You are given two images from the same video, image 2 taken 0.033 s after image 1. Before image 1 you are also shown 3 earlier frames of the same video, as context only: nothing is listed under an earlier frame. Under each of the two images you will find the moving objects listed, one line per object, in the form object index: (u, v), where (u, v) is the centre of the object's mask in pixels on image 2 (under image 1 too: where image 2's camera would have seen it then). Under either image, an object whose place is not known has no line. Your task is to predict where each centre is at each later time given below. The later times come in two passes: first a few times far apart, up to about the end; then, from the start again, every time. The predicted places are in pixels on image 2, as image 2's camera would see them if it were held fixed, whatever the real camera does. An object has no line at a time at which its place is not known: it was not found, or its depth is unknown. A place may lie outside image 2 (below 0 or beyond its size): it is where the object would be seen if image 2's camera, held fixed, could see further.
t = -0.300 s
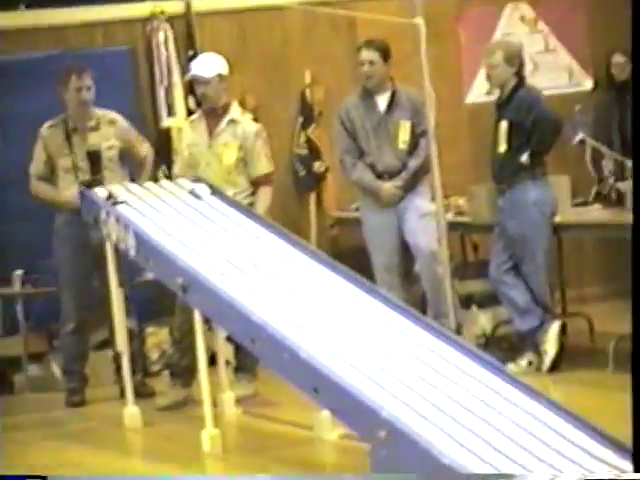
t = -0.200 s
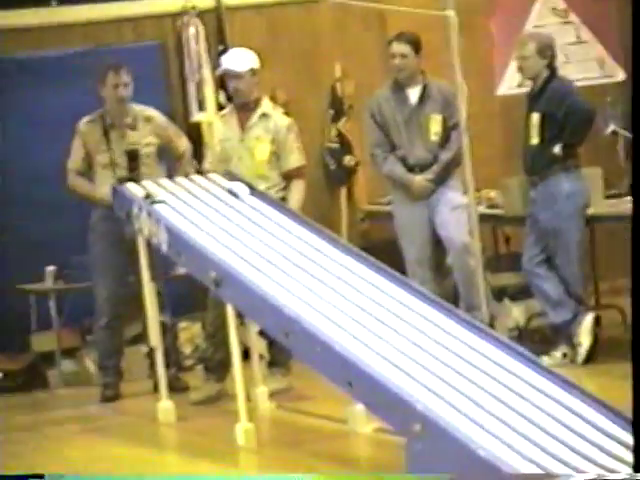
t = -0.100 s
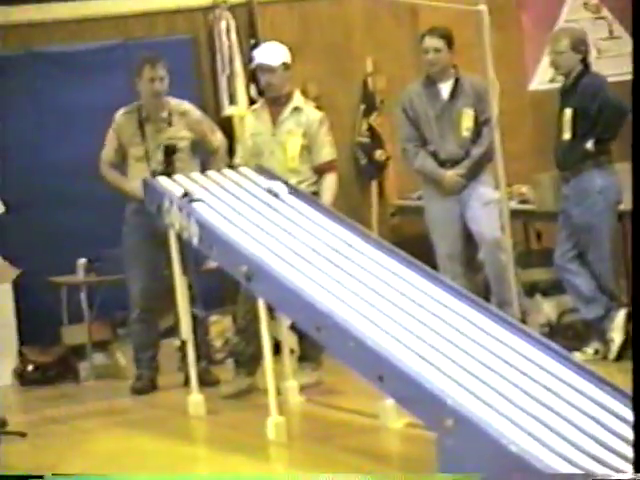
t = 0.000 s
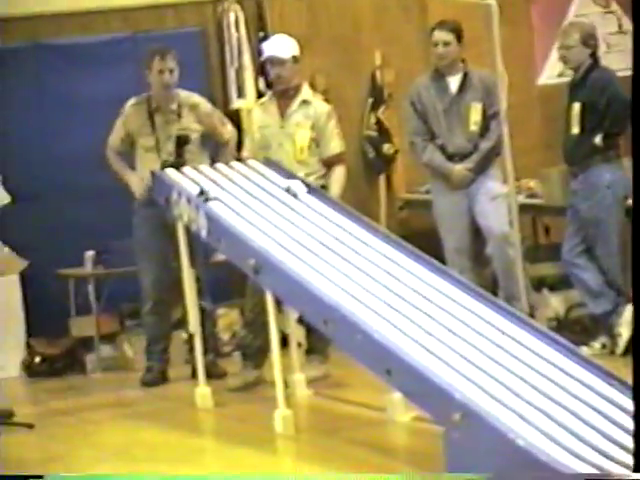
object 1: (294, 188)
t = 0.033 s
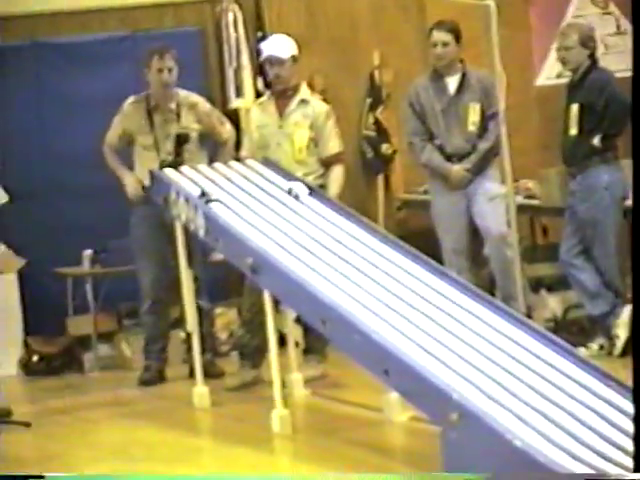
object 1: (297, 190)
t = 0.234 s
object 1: (321, 205)
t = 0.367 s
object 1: (340, 218)
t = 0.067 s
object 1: (301, 193)
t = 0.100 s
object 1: (304, 195)
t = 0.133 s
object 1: (308, 197)
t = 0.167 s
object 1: (312, 200)
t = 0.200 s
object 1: (316, 203)
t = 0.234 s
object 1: (321, 205)
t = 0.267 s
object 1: (326, 208)
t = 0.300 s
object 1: (331, 212)
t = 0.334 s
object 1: (336, 215)
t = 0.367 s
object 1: (340, 218)
